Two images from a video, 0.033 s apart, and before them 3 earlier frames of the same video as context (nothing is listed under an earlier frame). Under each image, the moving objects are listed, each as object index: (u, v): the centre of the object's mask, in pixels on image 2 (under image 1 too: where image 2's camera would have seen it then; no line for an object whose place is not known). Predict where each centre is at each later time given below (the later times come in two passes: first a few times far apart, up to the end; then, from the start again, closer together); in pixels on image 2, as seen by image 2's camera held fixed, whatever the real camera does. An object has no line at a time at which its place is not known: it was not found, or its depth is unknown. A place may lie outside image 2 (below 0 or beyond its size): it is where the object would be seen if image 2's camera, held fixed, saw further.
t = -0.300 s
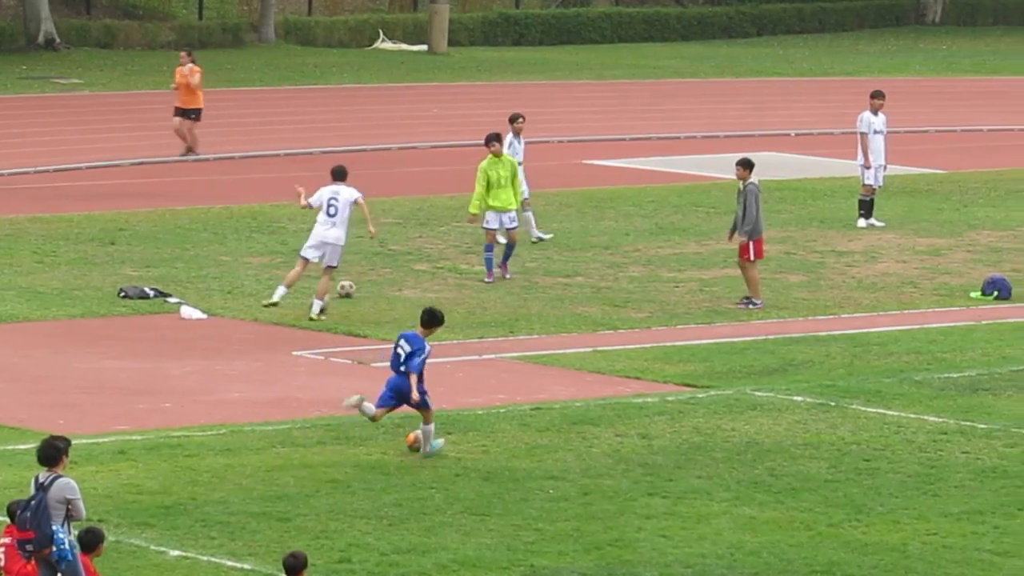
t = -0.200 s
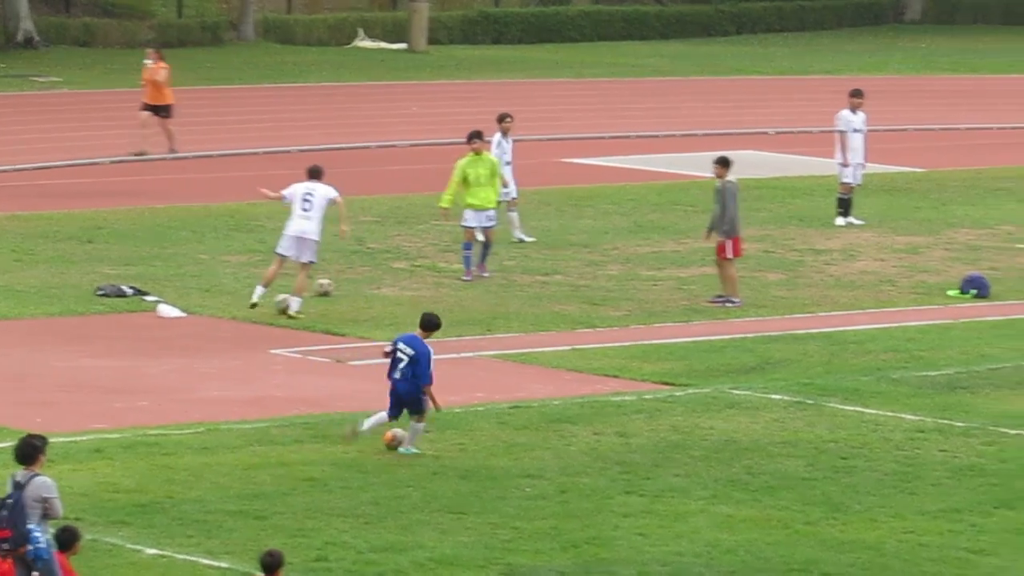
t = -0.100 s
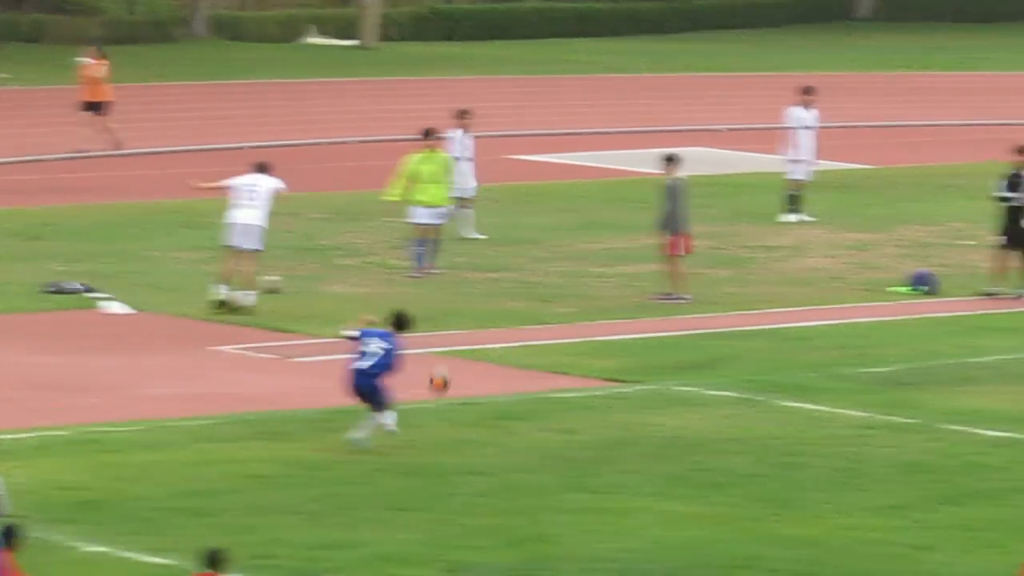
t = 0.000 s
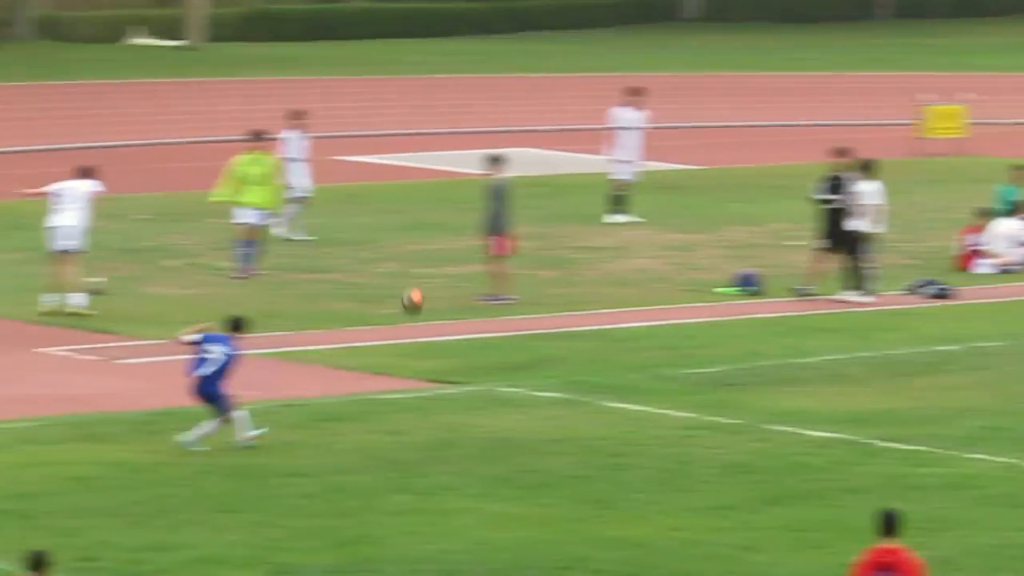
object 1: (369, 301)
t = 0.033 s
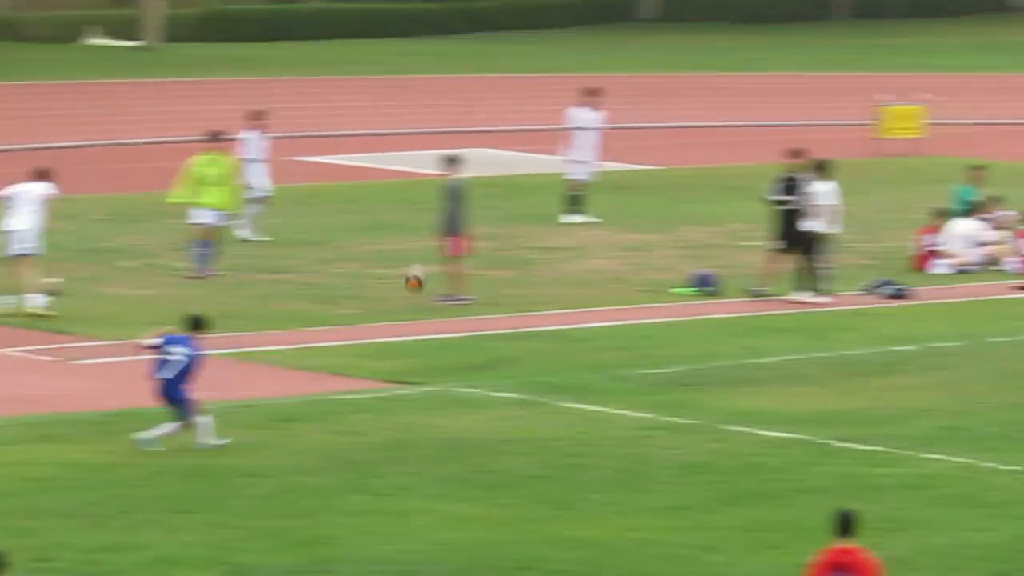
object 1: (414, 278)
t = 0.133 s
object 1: (546, 210)
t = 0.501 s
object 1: (998, 40)
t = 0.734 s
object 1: (1262, -23)
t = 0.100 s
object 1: (504, 232)
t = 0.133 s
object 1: (546, 210)
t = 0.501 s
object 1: (998, 40)
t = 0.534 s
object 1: (1035, 29)
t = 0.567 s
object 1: (1073, 19)
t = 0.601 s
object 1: (1110, 10)
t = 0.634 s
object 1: (1149, 0)
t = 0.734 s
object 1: (1262, -23)
